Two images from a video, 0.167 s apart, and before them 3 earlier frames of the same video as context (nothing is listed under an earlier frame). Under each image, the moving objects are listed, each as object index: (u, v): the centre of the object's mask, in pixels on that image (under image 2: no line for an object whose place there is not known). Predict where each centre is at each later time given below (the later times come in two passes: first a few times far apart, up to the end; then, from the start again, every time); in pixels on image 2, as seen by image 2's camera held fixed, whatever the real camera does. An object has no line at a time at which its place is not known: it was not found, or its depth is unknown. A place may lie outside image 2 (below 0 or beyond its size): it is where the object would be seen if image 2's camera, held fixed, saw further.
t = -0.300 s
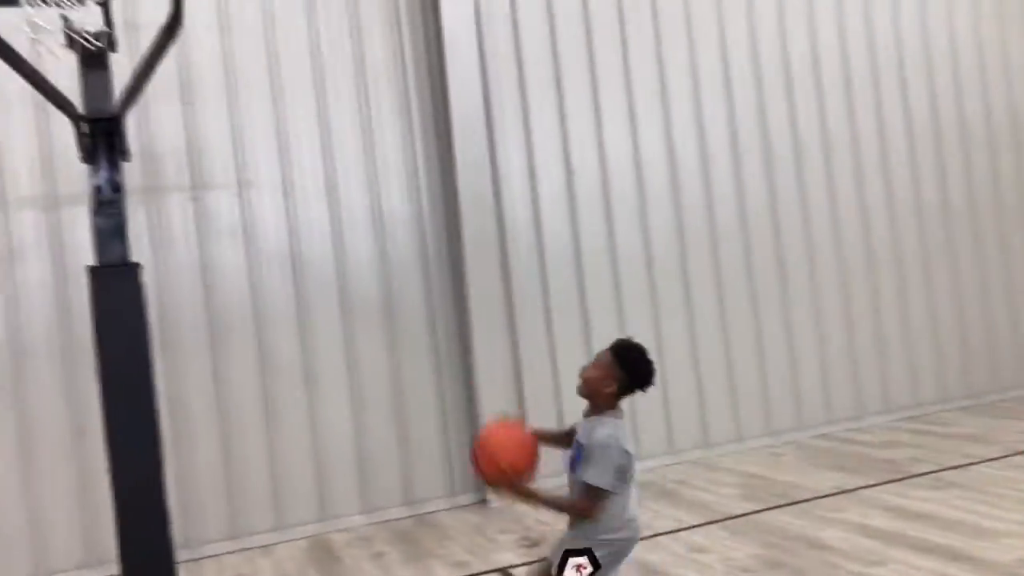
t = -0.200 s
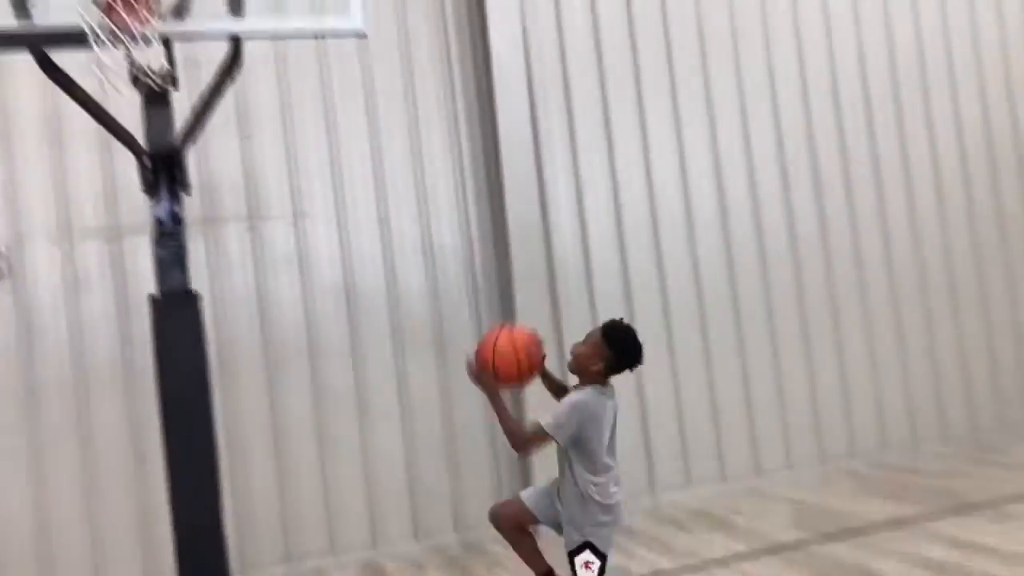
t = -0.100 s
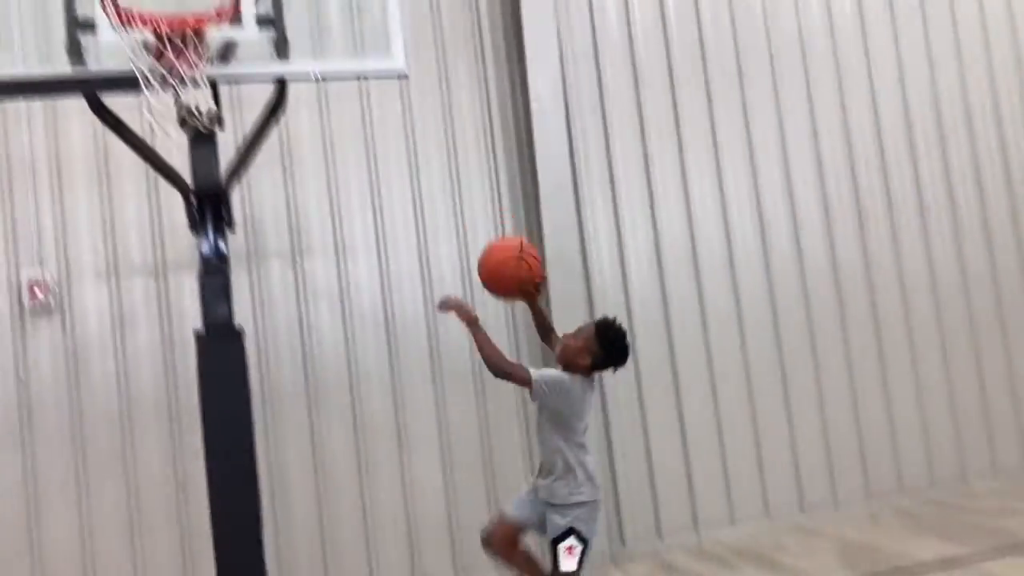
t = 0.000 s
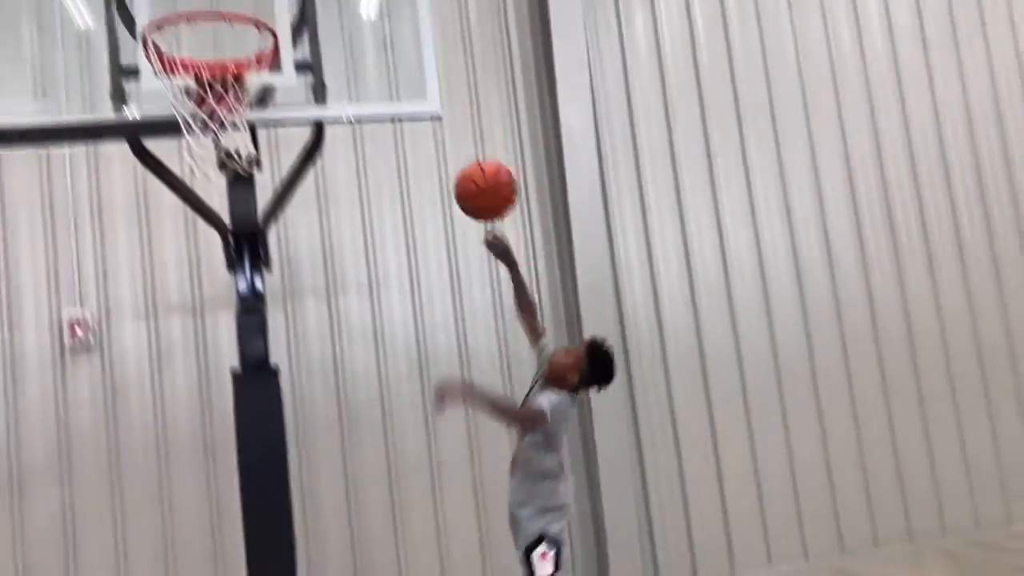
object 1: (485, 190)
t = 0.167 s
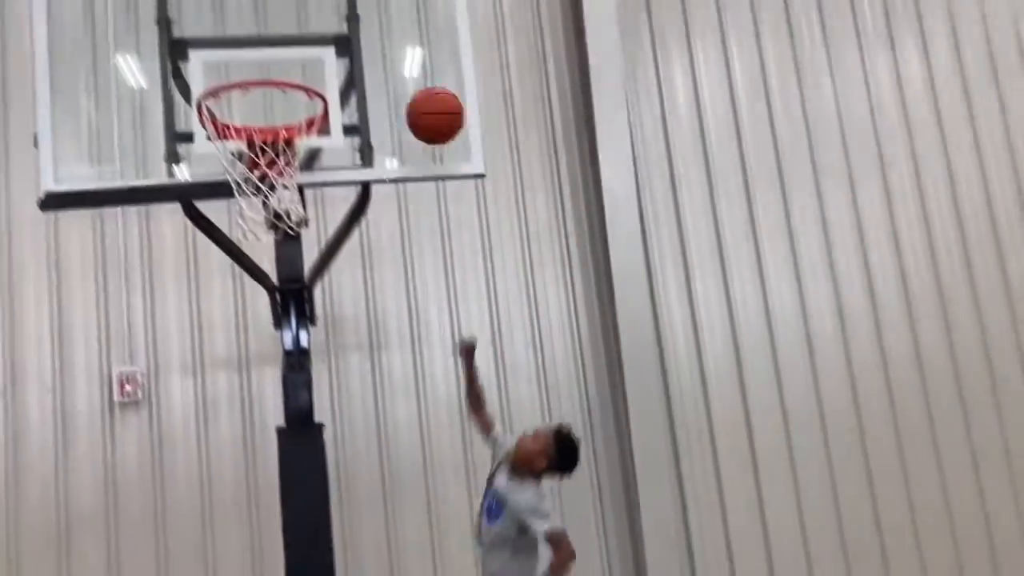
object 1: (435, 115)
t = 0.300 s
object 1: (376, 63)
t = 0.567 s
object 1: (309, 72)
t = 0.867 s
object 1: (238, 129)
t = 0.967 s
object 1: (230, 168)
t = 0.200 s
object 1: (418, 98)
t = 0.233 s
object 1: (403, 84)
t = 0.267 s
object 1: (388, 72)
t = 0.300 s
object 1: (376, 63)
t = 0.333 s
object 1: (367, 56)
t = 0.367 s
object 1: (359, 50)
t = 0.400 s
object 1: (350, 48)
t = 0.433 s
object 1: (342, 47)
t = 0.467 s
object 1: (333, 49)
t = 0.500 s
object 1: (324, 55)
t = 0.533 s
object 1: (317, 61)
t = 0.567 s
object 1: (309, 72)
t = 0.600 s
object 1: (301, 72)
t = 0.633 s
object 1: (293, 71)
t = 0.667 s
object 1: (285, 72)
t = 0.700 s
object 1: (278, 75)
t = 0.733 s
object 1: (270, 81)
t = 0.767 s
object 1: (263, 89)
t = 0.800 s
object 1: (255, 101)
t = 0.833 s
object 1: (247, 115)
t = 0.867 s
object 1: (238, 129)
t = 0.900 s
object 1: (234, 148)
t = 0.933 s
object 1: (231, 162)
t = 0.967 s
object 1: (230, 168)
